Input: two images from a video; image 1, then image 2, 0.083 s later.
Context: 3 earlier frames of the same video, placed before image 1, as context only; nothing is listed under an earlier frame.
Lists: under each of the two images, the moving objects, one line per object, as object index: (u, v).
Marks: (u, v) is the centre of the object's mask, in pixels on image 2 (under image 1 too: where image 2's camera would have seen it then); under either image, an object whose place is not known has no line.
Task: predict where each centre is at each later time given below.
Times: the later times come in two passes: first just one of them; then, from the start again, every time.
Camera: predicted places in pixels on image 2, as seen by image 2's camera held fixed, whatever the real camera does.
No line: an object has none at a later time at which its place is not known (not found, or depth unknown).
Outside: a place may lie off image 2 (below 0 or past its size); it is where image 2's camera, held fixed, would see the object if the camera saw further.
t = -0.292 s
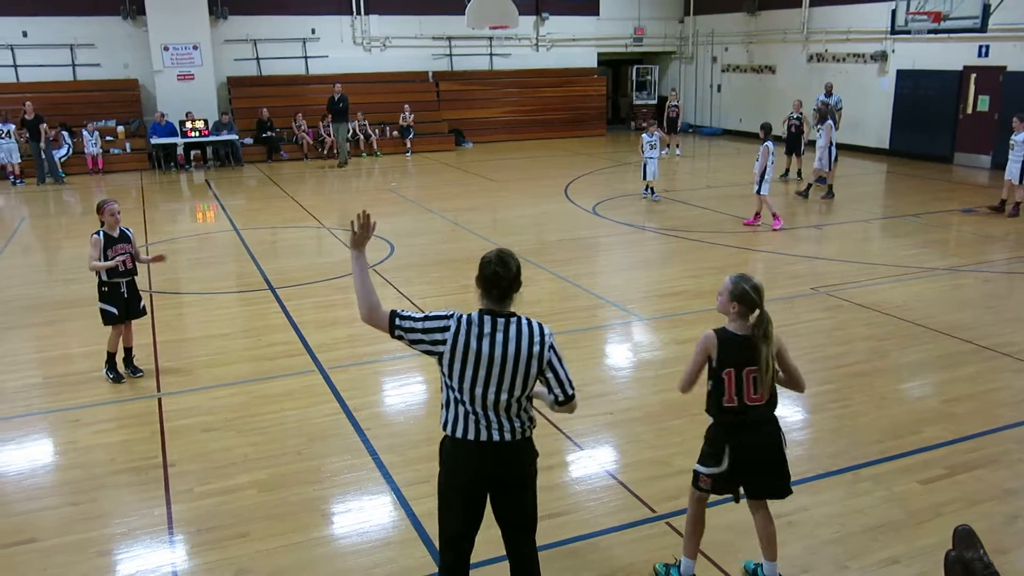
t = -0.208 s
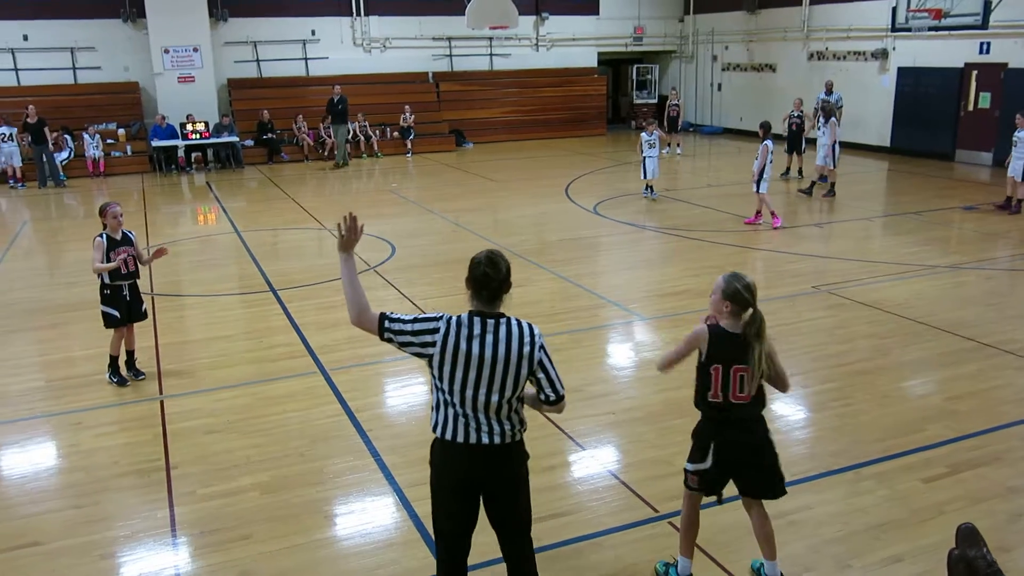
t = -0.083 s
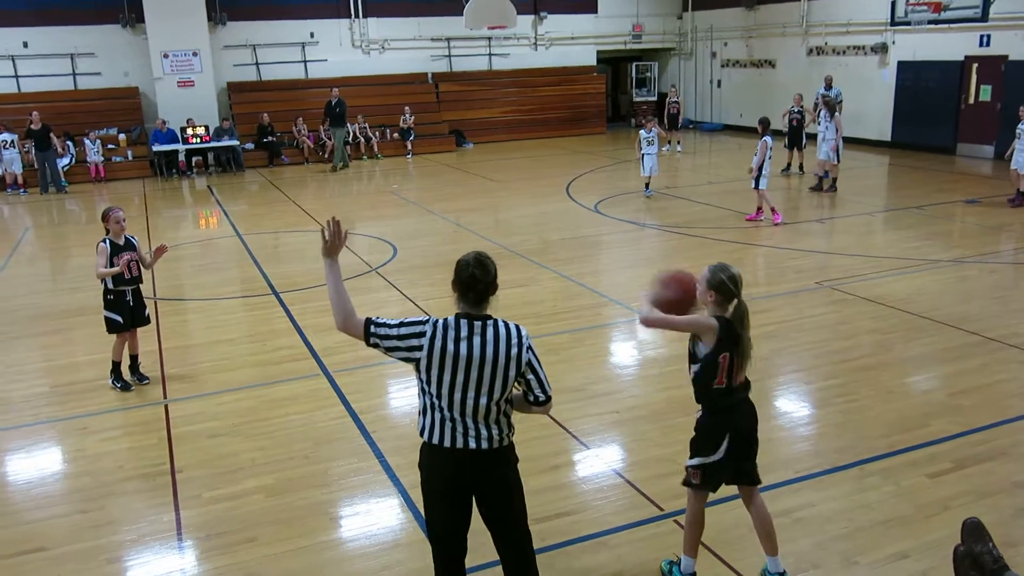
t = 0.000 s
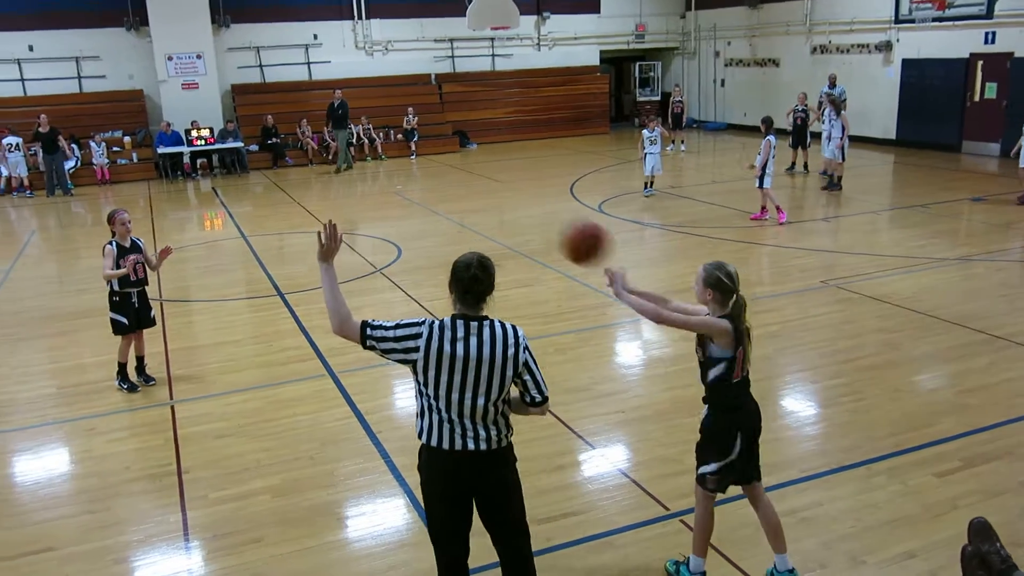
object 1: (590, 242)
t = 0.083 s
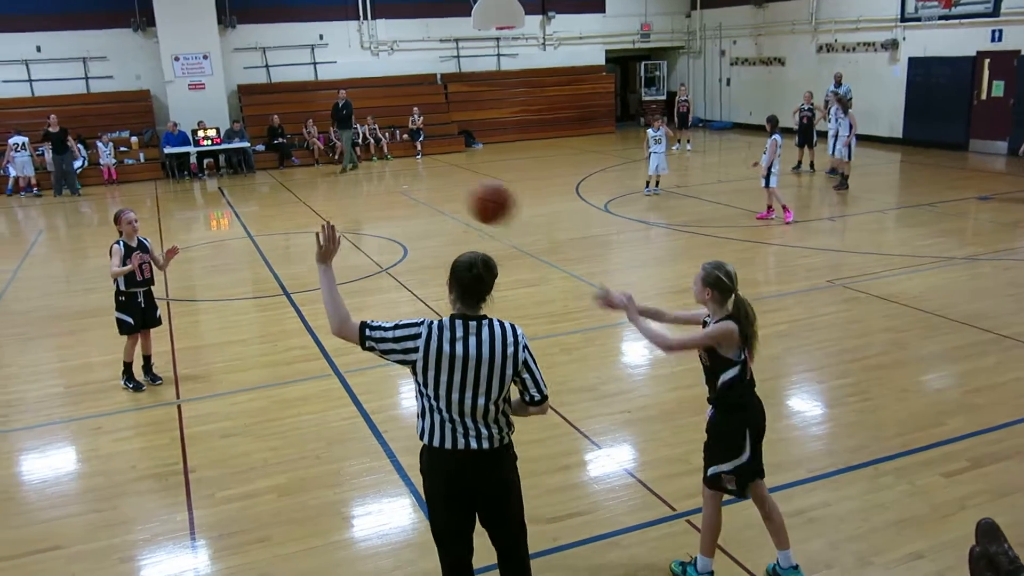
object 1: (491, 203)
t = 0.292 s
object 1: (290, 170)
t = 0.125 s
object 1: (446, 189)
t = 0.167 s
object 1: (402, 179)
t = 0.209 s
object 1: (363, 173)
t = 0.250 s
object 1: (325, 169)
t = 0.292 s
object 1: (290, 170)
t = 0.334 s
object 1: (259, 173)
